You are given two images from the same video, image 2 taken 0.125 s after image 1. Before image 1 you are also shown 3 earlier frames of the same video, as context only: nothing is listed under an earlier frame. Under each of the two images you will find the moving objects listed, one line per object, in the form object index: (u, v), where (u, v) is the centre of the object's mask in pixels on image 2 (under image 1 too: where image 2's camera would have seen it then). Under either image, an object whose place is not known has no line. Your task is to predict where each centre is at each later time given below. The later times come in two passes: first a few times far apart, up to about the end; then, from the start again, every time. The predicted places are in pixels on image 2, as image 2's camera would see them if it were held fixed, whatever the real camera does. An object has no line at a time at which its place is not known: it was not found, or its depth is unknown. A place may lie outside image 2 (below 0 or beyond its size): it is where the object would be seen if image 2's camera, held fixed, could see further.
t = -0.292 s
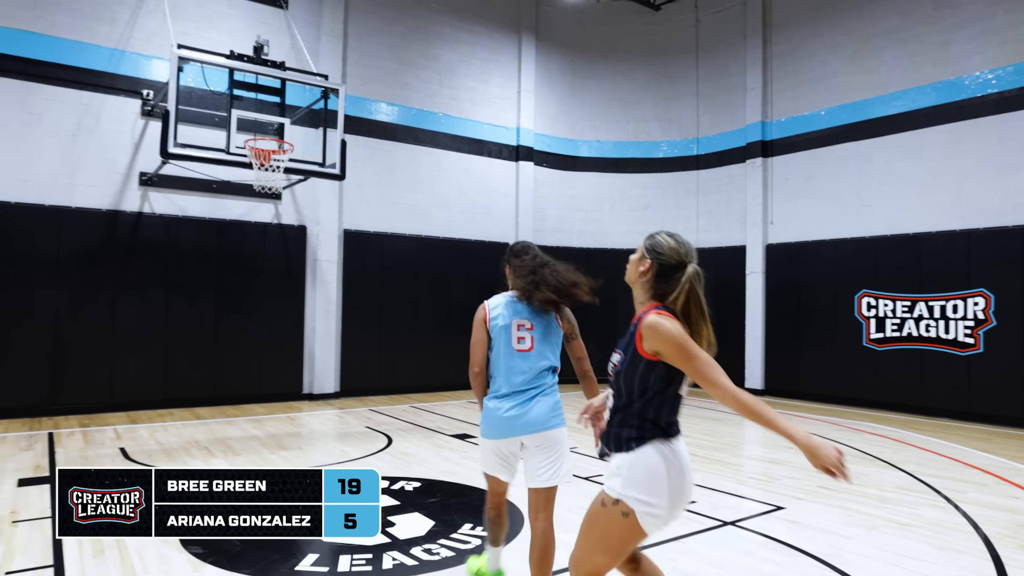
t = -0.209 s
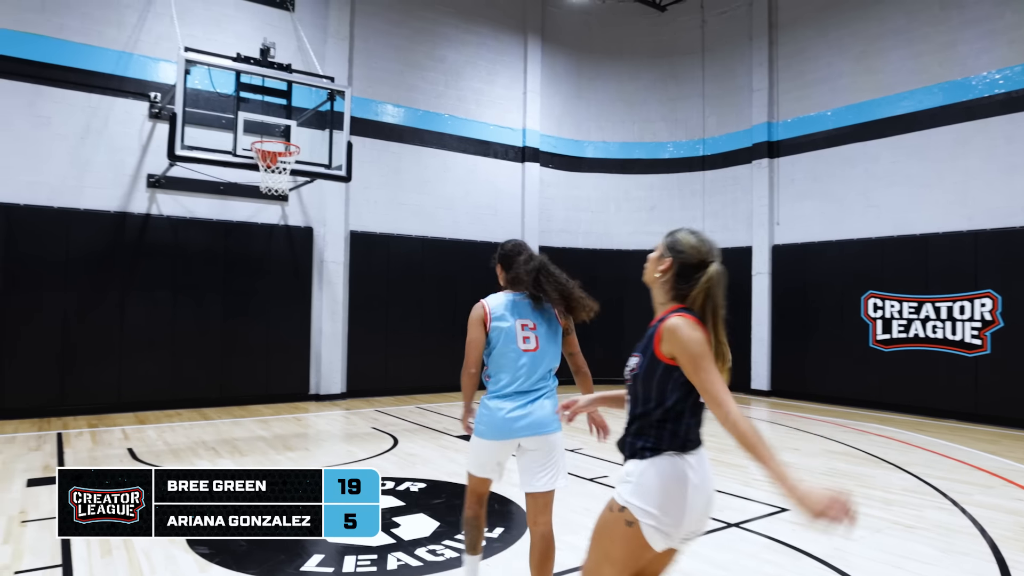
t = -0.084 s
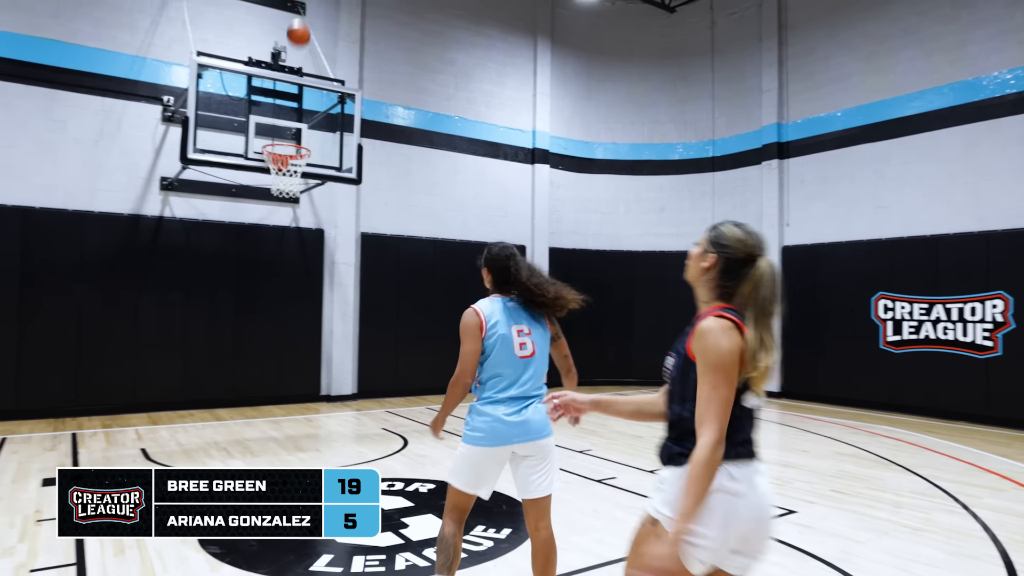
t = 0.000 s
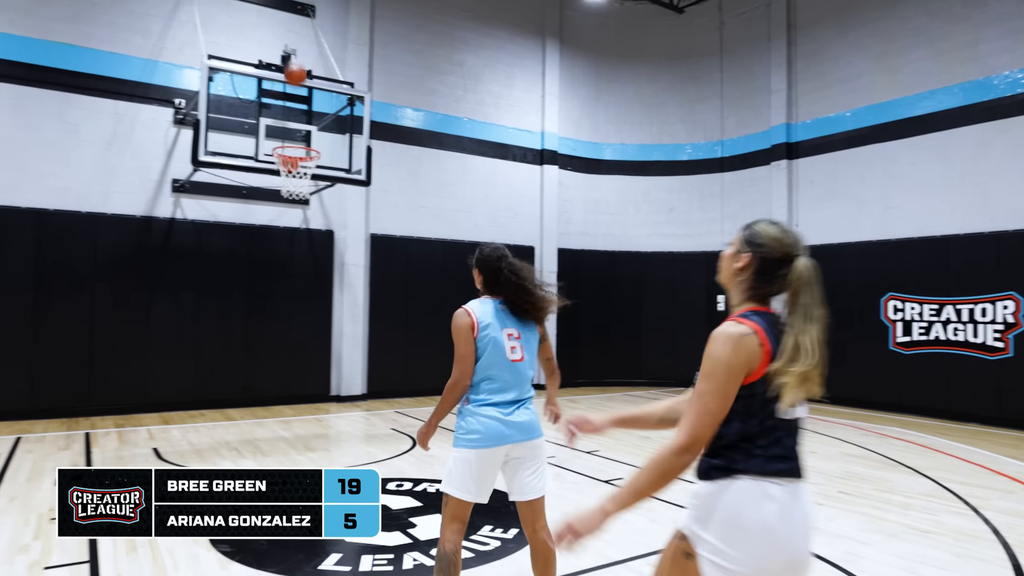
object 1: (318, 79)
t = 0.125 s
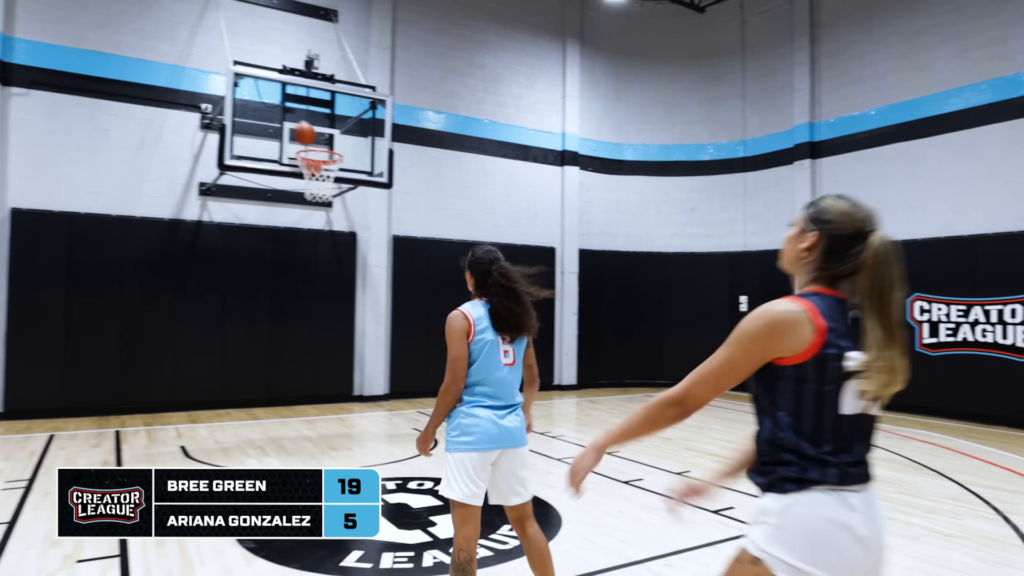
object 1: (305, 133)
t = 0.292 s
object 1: (336, 135)
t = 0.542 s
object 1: (403, 127)
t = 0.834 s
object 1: (471, 185)
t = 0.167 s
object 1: (304, 142)
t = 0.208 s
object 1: (313, 143)
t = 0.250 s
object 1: (324, 141)
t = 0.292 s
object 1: (336, 135)
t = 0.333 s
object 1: (349, 128)
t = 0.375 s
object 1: (359, 126)
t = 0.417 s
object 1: (370, 124)
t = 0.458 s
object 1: (380, 123)
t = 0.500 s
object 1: (392, 124)
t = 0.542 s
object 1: (403, 127)
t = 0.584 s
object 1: (413, 131)
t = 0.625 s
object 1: (423, 136)
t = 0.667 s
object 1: (433, 142)
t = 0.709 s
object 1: (444, 150)
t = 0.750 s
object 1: (452, 161)
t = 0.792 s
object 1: (461, 173)
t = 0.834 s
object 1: (471, 185)
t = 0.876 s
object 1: (479, 199)
